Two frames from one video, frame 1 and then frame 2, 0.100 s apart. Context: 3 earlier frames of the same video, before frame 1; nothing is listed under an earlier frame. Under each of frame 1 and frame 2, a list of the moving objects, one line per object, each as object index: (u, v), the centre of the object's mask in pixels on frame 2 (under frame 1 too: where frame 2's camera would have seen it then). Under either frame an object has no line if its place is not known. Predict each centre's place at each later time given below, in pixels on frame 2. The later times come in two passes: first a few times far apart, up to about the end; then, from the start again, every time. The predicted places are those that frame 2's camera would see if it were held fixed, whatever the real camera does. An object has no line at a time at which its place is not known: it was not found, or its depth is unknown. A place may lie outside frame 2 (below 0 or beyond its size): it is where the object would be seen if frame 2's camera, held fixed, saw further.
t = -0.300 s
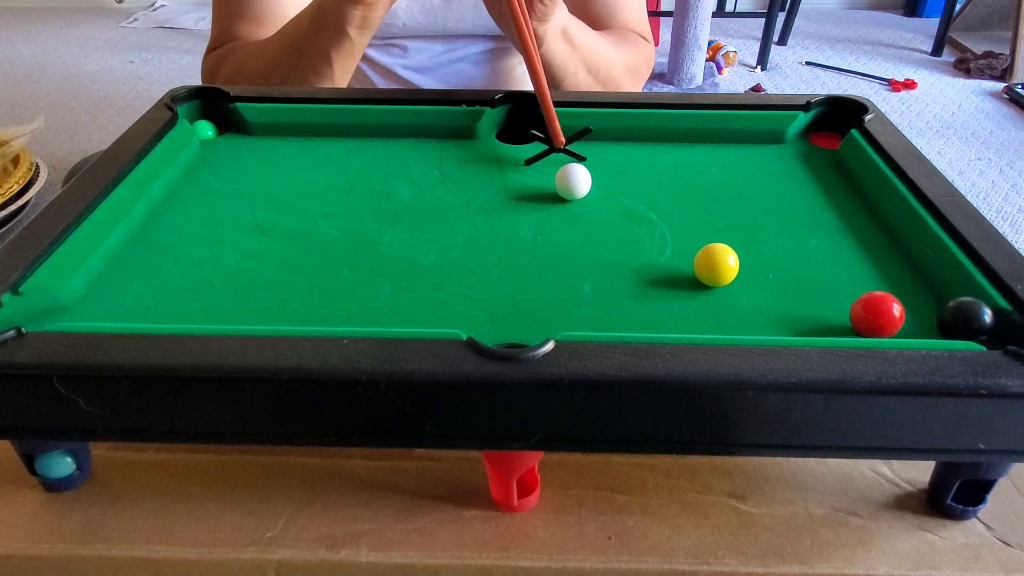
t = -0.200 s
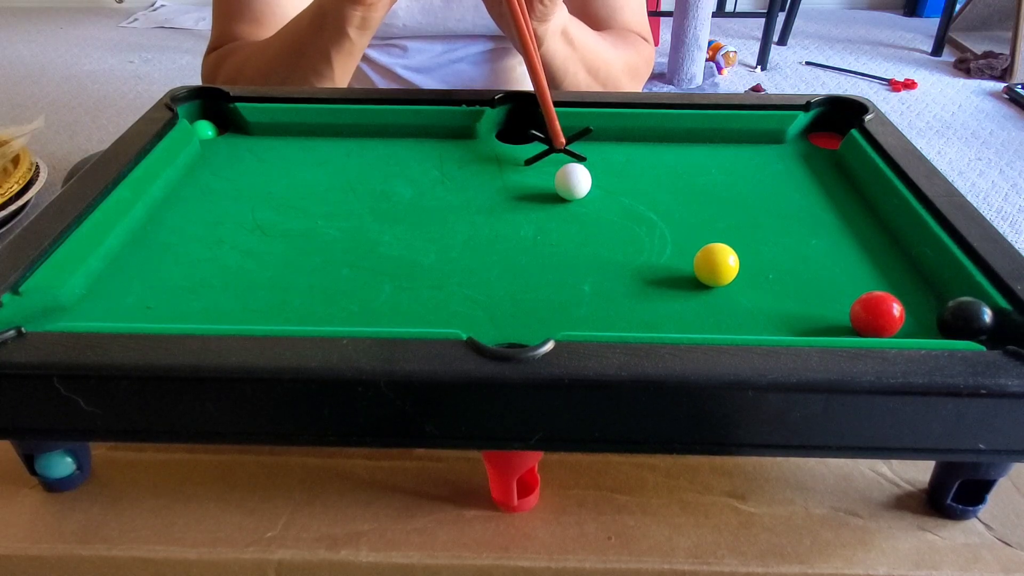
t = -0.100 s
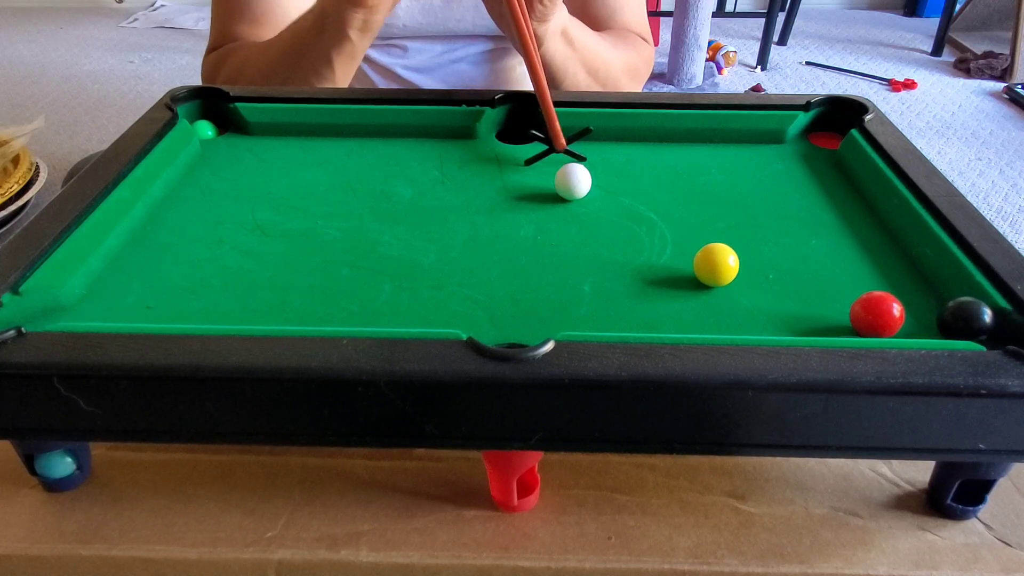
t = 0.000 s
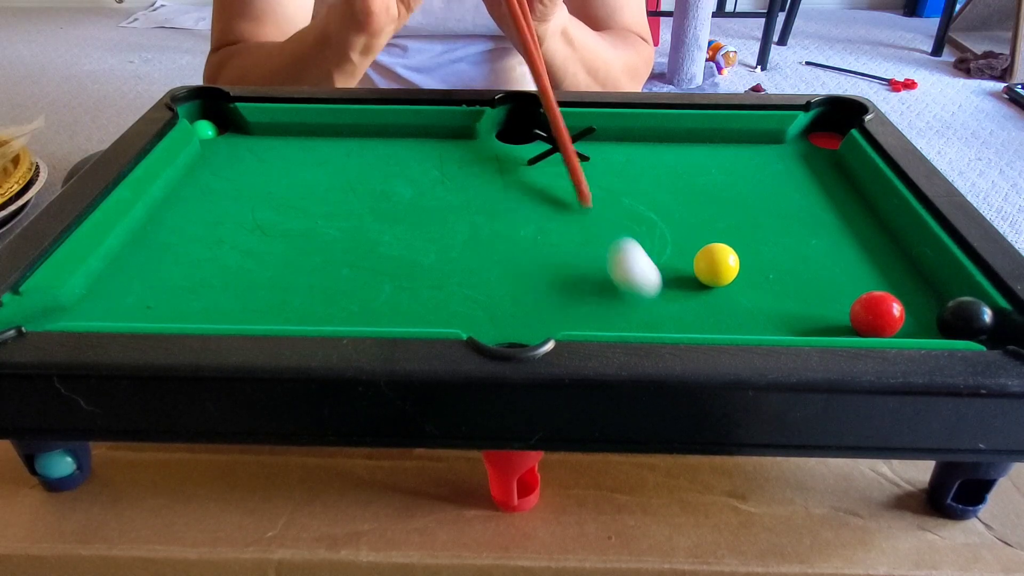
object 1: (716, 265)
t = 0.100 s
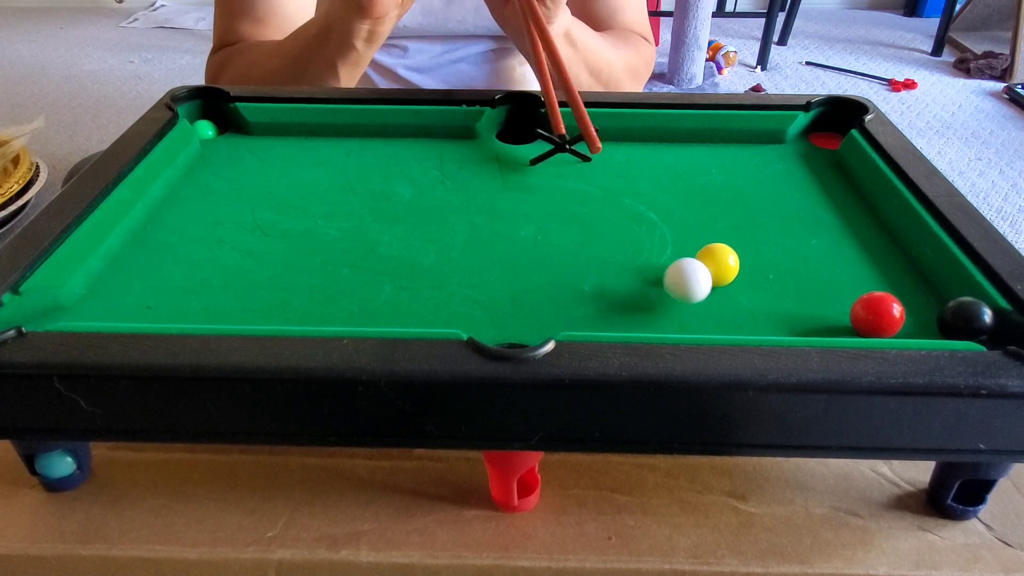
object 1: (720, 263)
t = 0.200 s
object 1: (738, 253)
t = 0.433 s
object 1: (759, 230)
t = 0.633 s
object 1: (751, 216)
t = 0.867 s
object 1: (748, 213)
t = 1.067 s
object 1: (748, 212)
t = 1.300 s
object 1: (748, 213)
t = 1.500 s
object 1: (748, 212)
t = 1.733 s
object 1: (748, 212)
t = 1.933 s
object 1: (748, 212)
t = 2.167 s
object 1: (748, 212)
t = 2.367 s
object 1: (748, 212)
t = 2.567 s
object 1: (748, 212)
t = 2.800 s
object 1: (748, 212)
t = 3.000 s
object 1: (748, 212)
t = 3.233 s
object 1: (748, 212)
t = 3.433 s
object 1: (748, 212)
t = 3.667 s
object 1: (748, 212)
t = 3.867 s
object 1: (748, 213)
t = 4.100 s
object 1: (748, 212)
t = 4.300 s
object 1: (748, 212)
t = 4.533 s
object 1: (748, 212)
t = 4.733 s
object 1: (748, 212)
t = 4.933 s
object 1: (748, 212)
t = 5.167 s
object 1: (748, 212)
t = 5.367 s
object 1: (748, 212)
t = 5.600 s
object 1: (748, 212)
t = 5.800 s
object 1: (748, 212)
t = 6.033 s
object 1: (748, 212)
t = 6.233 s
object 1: (748, 212)
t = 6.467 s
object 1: (748, 212)
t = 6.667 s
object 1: (748, 212)
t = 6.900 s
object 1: (748, 212)
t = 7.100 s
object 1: (748, 212)
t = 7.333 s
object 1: (748, 212)
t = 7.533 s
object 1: (748, 212)
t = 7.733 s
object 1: (748, 212)
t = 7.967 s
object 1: (748, 212)
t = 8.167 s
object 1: (748, 212)
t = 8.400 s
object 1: (748, 212)
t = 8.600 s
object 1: (748, 212)
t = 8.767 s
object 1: (748, 212)
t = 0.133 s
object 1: (725, 260)
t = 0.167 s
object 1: (731, 257)
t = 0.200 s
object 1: (738, 253)
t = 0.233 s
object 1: (744, 250)
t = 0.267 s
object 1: (750, 247)
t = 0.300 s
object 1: (754, 244)
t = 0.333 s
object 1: (758, 241)
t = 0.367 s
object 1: (759, 237)
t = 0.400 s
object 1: (759, 233)
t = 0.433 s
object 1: (759, 230)
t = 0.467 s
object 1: (758, 226)
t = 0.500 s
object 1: (757, 223)
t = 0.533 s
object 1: (755, 221)
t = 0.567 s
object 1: (754, 219)
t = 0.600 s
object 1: (752, 218)
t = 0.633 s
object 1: (751, 216)
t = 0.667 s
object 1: (750, 215)
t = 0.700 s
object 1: (749, 215)
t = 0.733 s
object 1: (748, 214)
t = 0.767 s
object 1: (748, 213)
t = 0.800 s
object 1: (748, 213)
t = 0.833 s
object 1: (748, 213)
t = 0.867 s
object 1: (748, 213)
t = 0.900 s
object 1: (748, 212)
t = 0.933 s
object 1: (748, 212)
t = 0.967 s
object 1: (748, 212)
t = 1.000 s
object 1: (748, 212)
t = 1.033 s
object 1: (748, 212)
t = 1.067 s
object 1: (748, 212)
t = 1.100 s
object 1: (748, 212)
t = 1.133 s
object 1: (748, 212)
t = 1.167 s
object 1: (748, 213)
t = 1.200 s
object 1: (748, 212)
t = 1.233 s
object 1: (748, 213)
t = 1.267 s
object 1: (748, 212)
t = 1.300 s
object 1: (748, 213)
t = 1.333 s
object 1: (748, 212)
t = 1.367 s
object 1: (748, 212)
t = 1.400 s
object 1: (748, 212)
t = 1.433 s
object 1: (748, 212)
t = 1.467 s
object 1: (748, 212)
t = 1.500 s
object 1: (748, 212)
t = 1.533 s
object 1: (748, 212)
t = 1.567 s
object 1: (748, 212)
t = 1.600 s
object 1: (748, 212)
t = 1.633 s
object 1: (748, 212)
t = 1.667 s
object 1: (748, 212)
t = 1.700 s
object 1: (748, 212)
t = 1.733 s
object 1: (748, 212)
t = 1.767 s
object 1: (748, 212)
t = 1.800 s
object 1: (748, 212)
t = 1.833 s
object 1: (748, 212)
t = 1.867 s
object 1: (748, 212)
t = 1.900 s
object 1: (748, 212)
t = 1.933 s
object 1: (748, 212)
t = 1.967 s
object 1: (748, 212)
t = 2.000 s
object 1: (748, 212)
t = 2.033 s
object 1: (748, 212)
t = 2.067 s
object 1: (748, 212)
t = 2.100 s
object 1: (748, 212)
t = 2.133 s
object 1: (748, 212)
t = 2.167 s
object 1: (748, 212)
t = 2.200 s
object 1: (748, 212)
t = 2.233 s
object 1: (748, 212)
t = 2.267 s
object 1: (748, 212)
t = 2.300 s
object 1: (748, 212)
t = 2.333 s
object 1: (748, 212)
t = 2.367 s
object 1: (748, 212)
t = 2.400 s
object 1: (748, 212)
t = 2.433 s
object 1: (748, 212)
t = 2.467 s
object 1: (748, 212)
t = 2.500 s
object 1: (748, 212)
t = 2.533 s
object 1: (748, 212)
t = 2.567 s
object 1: (748, 212)
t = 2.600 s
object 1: (748, 212)
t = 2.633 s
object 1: (748, 212)
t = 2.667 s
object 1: (748, 212)
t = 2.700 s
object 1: (748, 212)
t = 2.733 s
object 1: (748, 212)
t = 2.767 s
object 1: (748, 212)
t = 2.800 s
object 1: (748, 212)
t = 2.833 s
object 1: (748, 212)
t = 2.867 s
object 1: (748, 212)
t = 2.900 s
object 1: (748, 212)
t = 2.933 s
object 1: (748, 212)
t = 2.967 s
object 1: (748, 212)
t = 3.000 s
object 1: (748, 212)
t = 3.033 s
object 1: (748, 212)
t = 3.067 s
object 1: (748, 212)
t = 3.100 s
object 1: (748, 212)
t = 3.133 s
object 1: (748, 212)
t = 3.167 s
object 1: (748, 212)
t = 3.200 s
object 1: (748, 212)
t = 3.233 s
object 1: (748, 212)
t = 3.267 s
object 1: (748, 212)
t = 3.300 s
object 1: (748, 212)
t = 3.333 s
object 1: (748, 212)
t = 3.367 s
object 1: (748, 212)
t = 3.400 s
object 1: (748, 212)
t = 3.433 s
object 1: (748, 212)
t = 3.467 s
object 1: (748, 212)
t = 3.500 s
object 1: (748, 212)
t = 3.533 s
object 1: (748, 212)
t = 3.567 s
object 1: (748, 212)
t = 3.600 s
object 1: (748, 212)
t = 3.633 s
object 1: (748, 212)
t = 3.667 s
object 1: (748, 212)
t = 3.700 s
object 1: (748, 212)
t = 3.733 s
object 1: (748, 212)
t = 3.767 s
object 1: (748, 212)
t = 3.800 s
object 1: (748, 212)
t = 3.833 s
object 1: (748, 212)
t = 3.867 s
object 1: (748, 213)
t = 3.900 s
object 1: (748, 212)
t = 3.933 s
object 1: (748, 212)
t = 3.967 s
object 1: (748, 212)
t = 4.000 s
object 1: (748, 212)
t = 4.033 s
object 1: (748, 212)
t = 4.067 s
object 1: (748, 212)
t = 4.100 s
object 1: (748, 212)
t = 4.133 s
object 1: (748, 212)
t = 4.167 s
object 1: (748, 212)
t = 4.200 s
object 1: (748, 212)
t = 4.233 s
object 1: (748, 212)
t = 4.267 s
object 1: (748, 212)
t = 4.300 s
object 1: (748, 212)
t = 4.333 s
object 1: (748, 212)
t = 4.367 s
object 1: (748, 212)
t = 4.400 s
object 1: (748, 212)
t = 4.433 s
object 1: (748, 212)
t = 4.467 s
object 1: (748, 212)
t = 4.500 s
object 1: (748, 212)
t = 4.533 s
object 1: (748, 212)
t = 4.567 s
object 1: (748, 212)
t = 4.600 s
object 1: (748, 212)
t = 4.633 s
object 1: (748, 212)
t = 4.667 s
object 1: (748, 212)
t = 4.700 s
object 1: (748, 212)
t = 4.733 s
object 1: (748, 212)
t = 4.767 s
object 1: (748, 212)
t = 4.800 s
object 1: (748, 212)
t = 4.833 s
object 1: (748, 212)
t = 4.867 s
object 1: (748, 212)
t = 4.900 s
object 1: (748, 212)
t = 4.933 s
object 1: (748, 212)
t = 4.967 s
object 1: (748, 212)
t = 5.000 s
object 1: (748, 212)
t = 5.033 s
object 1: (748, 212)
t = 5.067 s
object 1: (748, 212)
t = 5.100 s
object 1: (748, 212)
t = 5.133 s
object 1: (748, 212)
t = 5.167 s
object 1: (748, 212)
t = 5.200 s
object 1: (748, 212)
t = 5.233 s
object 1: (748, 212)
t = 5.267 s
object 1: (748, 212)
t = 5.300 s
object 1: (748, 212)
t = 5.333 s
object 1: (748, 212)
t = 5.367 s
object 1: (748, 212)
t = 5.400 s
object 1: (748, 212)
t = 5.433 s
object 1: (748, 212)
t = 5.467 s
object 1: (748, 212)
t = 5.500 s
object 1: (748, 212)
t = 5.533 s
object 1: (748, 212)
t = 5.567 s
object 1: (748, 212)
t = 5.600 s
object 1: (748, 212)
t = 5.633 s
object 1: (748, 212)
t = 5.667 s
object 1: (748, 212)
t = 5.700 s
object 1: (748, 212)
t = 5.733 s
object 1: (748, 212)
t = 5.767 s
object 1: (748, 212)
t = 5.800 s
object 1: (748, 212)
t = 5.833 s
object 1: (748, 212)
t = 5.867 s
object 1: (748, 212)
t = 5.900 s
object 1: (748, 212)
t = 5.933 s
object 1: (748, 212)
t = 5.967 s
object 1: (748, 212)
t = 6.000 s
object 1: (748, 212)
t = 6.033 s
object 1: (748, 212)
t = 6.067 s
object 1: (748, 212)
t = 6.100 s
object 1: (748, 212)
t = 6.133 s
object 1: (748, 212)
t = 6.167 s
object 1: (748, 212)
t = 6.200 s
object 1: (748, 212)
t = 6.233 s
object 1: (748, 212)
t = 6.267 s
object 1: (748, 212)
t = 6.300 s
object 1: (748, 212)
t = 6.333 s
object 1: (748, 212)
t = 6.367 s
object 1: (748, 212)
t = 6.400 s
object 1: (748, 212)
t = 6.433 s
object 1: (748, 212)
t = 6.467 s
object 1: (748, 212)
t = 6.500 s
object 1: (748, 212)
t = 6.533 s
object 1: (748, 212)
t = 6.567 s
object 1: (748, 212)
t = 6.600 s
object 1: (748, 212)
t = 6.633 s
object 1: (748, 212)
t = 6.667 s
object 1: (748, 212)
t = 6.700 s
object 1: (748, 212)
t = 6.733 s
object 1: (748, 212)
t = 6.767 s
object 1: (748, 212)
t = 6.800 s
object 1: (748, 212)
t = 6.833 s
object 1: (748, 212)
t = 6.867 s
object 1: (748, 212)
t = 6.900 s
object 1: (748, 212)
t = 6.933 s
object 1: (748, 212)
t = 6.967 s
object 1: (748, 212)
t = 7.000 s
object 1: (749, 212)
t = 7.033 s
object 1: (748, 212)
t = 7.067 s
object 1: (748, 212)
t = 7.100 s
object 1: (748, 212)
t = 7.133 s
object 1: (748, 212)
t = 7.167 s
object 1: (748, 212)
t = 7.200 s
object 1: (748, 212)
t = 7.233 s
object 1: (748, 212)
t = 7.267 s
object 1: (748, 212)
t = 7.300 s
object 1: (748, 212)
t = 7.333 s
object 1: (748, 212)
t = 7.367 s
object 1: (748, 212)
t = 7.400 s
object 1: (748, 212)
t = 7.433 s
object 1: (748, 212)
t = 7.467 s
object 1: (748, 212)
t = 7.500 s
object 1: (748, 212)
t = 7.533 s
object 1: (748, 212)
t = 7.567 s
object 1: (748, 212)
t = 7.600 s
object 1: (748, 212)
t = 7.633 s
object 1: (748, 212)
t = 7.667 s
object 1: (748, 212)
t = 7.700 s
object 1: (748, 212)
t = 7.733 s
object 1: (748, 212)
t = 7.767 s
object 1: (748, 212)
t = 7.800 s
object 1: (748, 212)
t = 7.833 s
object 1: (748, 212)
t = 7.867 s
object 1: (748, 212)
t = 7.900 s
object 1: (748, 212)
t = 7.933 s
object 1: (748, 212)
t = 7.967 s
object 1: (748, 212)
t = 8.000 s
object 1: (748, 212)
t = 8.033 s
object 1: (748, 212)
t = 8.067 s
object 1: (748, 212)
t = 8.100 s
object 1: (748, 212)
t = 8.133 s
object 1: (748, 212)
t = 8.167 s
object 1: (748, 212)
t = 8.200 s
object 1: (748, 212)
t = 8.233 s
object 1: (748, 212)
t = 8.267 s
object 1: (748, 212)
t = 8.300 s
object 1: (748, 212)
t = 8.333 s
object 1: (748, 212)
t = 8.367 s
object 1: (748, 212)
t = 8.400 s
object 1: (748, 212)
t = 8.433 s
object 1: (748, 212)
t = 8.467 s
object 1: (748, 212)
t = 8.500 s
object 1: (748, 212)
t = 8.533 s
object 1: (748, 212)
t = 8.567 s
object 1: (748, 212)
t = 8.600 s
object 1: (748, 212)
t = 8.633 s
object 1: (748, 212)
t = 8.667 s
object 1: (748, 212)
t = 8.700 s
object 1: (748, 212)
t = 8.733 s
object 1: (748, 212)
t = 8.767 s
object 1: (748, 212)
